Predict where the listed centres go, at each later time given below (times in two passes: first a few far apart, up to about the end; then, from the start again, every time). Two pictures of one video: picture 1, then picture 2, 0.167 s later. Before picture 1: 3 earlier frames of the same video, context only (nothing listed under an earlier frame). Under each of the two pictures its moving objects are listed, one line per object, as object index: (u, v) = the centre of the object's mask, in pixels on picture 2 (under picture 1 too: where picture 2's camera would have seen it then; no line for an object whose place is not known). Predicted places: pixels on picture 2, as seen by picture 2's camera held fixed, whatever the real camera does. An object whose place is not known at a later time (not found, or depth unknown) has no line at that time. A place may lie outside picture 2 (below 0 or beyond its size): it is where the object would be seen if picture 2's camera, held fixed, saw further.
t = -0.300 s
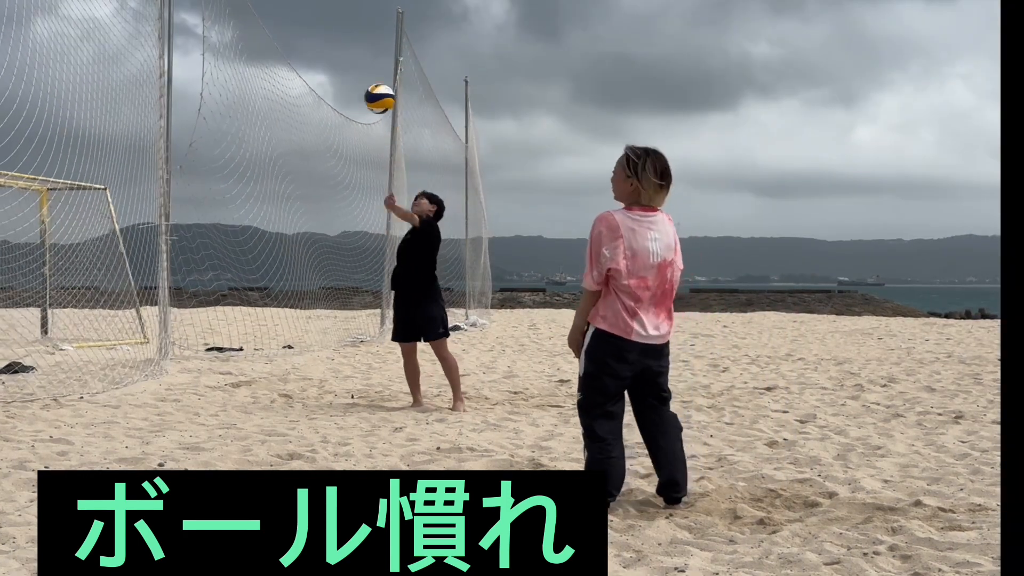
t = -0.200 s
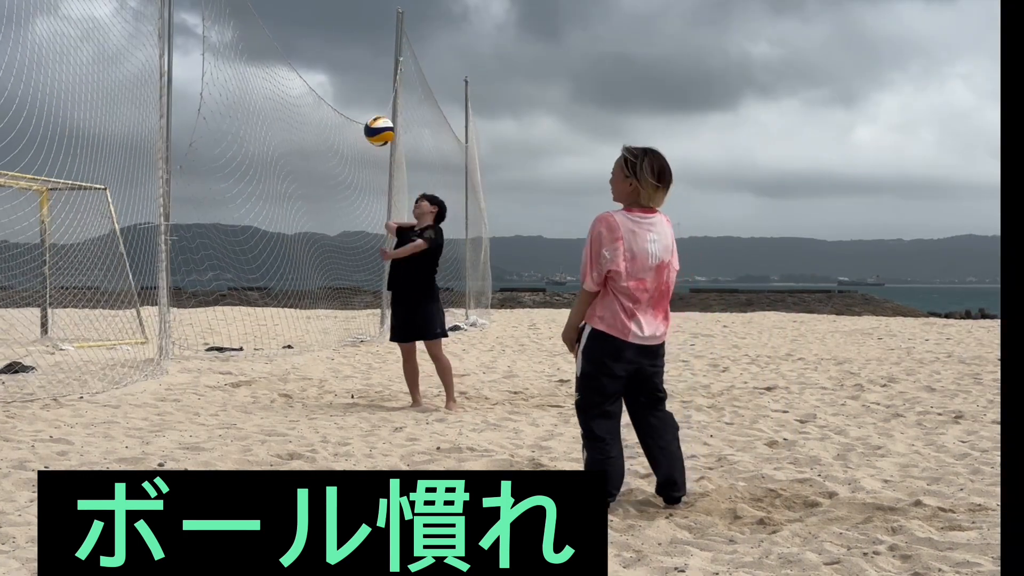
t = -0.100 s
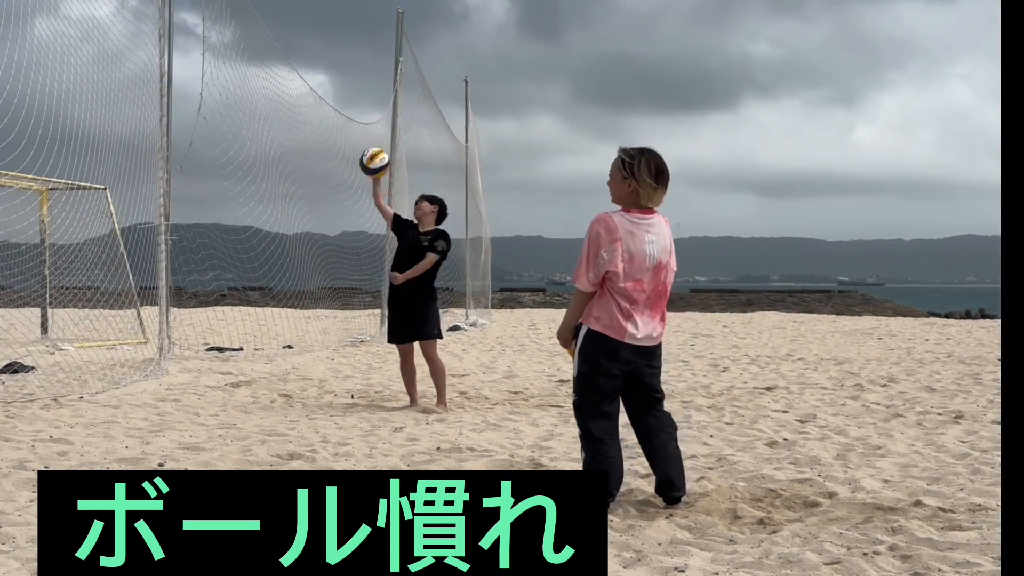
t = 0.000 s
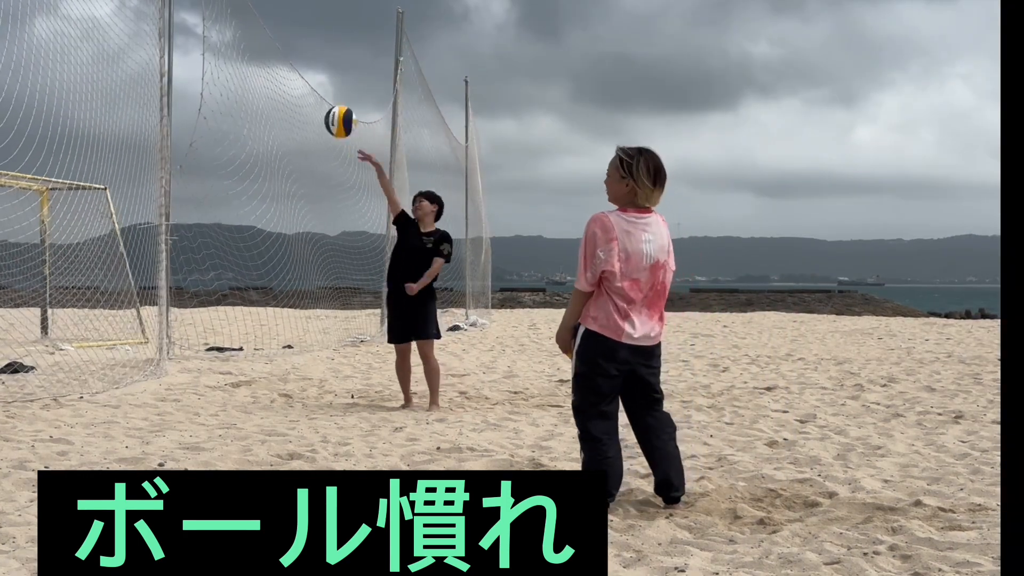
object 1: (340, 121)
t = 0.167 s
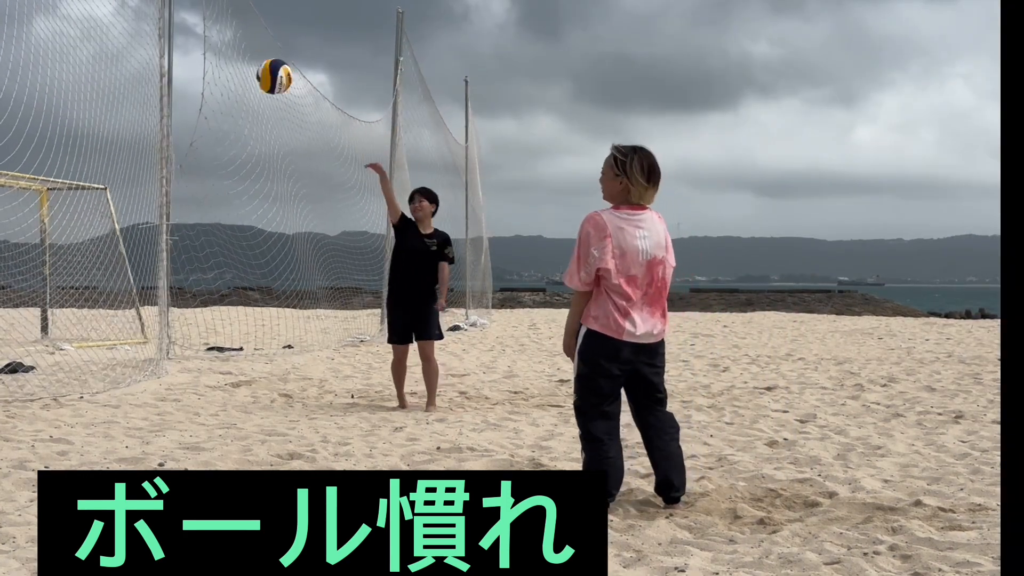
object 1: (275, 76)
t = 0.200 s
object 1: (259, 71)
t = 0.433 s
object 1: (140, 94)
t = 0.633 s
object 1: (12, 220)
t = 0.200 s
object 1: (259, 71)
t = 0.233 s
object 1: (245, 69)
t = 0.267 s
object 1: (229, 68)
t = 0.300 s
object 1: (213, 68)
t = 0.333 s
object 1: (195, 71)
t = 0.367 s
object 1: (178, 77)
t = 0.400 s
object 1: (159, 84)
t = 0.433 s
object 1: (140, 94)
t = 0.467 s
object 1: (119, 106)
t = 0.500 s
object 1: (98, 122)
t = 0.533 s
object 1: (75, 140)
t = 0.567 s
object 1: (51, 163)
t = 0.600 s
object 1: (26, 189)
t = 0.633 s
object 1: (12, 220)
